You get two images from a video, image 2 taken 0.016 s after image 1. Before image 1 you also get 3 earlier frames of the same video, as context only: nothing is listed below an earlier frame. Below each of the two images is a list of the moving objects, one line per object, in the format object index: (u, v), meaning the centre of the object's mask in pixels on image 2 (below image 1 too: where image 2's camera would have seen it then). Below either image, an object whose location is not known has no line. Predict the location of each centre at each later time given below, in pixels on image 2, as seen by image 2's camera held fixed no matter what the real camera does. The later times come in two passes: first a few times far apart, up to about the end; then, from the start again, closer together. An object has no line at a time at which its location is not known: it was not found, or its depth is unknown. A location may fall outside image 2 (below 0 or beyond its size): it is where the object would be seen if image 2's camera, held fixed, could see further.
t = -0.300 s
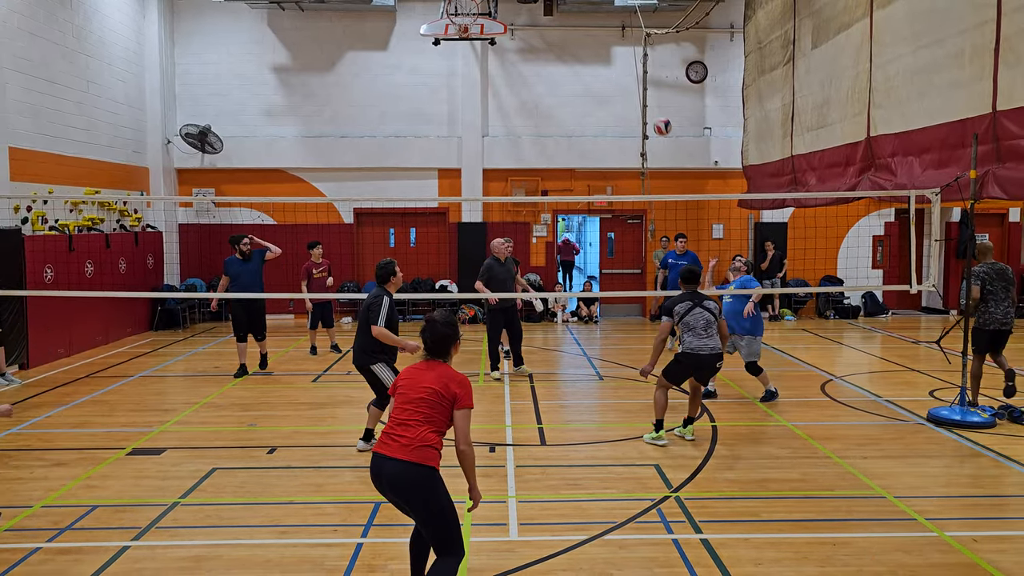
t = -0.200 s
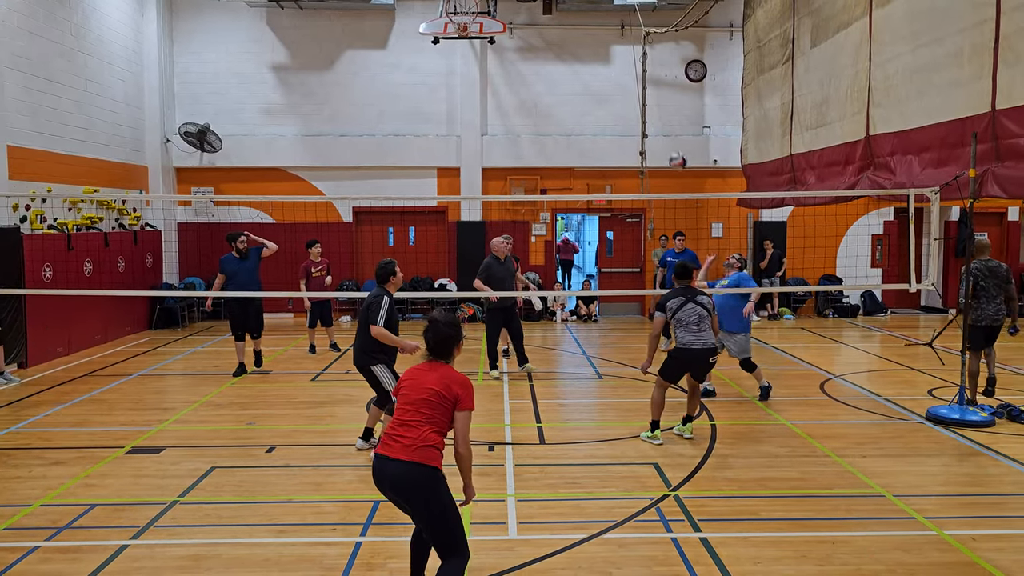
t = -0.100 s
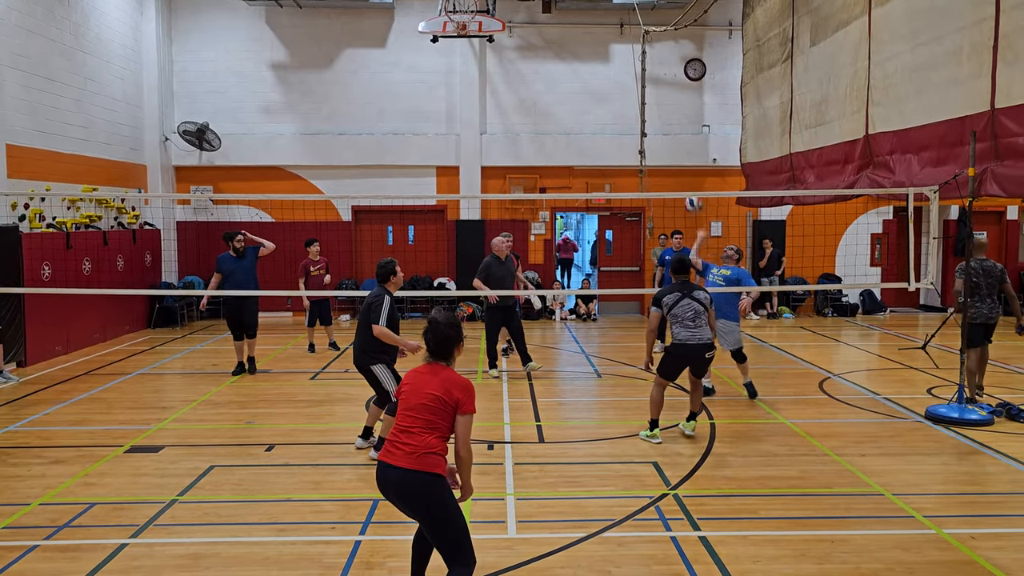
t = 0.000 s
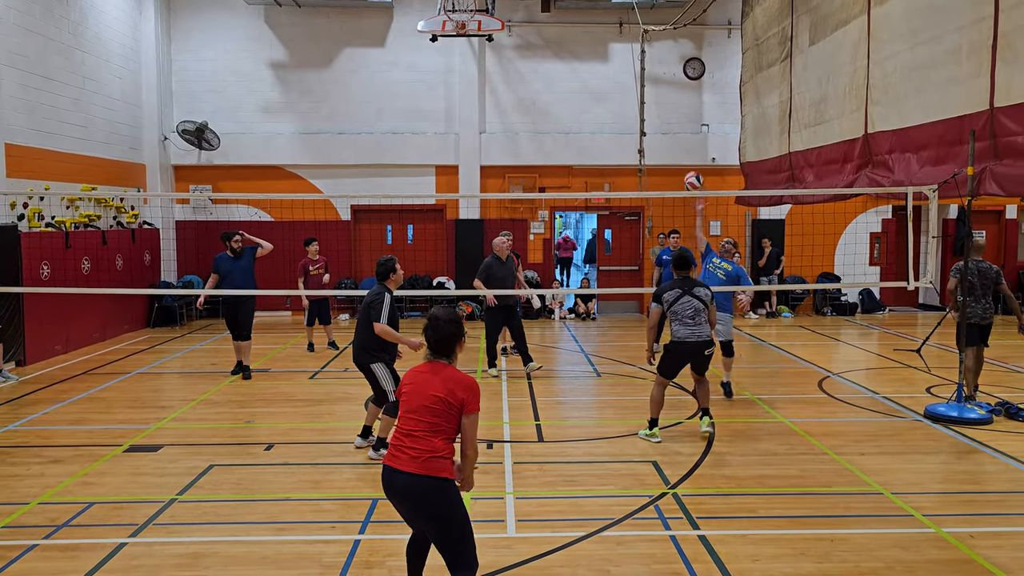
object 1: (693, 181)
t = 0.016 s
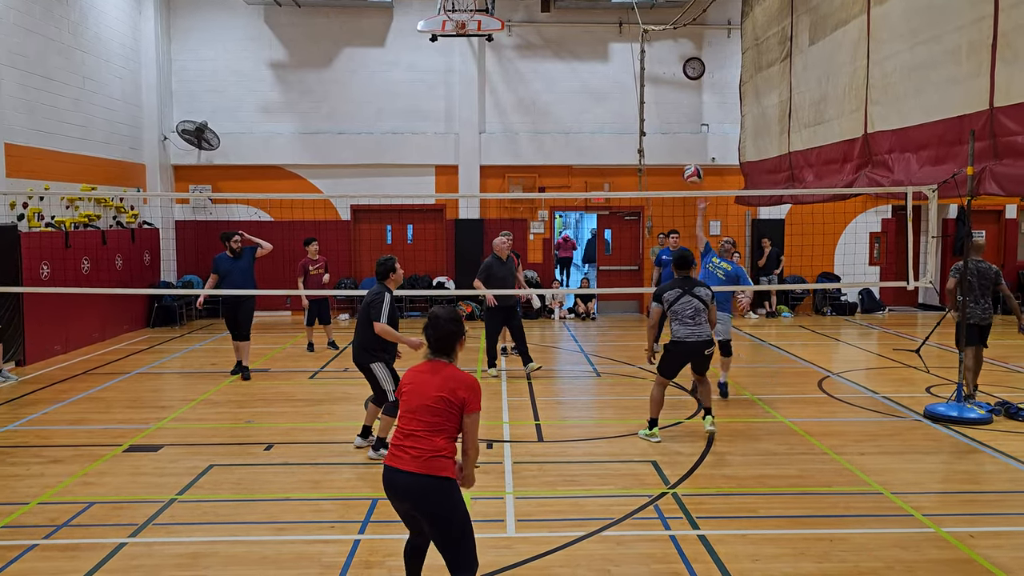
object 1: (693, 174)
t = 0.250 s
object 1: (679, 85)
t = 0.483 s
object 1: (659, 35)
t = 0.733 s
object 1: (631, 74)
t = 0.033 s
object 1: (692, 167)
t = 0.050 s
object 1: (691, 159)
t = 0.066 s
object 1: (690, 152)
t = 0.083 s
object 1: (689, 146)
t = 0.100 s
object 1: (688, 139)
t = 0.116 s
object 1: (687, 133)
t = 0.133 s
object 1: (687, 126)
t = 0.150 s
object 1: (685, 120)
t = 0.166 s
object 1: (684, 113)
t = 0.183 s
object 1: (684, 107)
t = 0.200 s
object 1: (682, 101)
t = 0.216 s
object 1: (681, 96)
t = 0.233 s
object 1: (680, 90)
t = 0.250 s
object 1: (679, 85)
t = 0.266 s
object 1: (678, 80)
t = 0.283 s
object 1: (677, 75)
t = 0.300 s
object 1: (675, 70)
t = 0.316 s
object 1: (674, 65)
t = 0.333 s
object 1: (673, 61)
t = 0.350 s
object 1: (671, 57)
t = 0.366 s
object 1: (670, 53)
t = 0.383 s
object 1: (669, 50)
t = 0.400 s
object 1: (668, 46)
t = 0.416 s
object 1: (666, 44)
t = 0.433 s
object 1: (664, 40)
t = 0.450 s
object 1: (663, 38)
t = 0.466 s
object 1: (662, 36)
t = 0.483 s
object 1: (659, 35)
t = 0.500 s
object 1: (658, 34)
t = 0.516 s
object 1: (656, 33)
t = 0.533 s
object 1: (655, 33)
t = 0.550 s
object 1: (653, 33)
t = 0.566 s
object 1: (651, 33)
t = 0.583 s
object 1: (649, 35)
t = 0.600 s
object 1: (648, 36)
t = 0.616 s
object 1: (645, 38)
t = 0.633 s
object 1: (643, 41)
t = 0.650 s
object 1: (642, 45)
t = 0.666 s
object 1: (640, 49)
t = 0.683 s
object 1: (638, 54)
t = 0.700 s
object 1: (635, 59)
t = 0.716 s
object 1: (632, 66)
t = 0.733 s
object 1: (631, 74)
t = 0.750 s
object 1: (627, 83)
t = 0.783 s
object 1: (619, 102)
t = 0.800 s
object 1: (614, 114)
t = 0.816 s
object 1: (612, 127)
